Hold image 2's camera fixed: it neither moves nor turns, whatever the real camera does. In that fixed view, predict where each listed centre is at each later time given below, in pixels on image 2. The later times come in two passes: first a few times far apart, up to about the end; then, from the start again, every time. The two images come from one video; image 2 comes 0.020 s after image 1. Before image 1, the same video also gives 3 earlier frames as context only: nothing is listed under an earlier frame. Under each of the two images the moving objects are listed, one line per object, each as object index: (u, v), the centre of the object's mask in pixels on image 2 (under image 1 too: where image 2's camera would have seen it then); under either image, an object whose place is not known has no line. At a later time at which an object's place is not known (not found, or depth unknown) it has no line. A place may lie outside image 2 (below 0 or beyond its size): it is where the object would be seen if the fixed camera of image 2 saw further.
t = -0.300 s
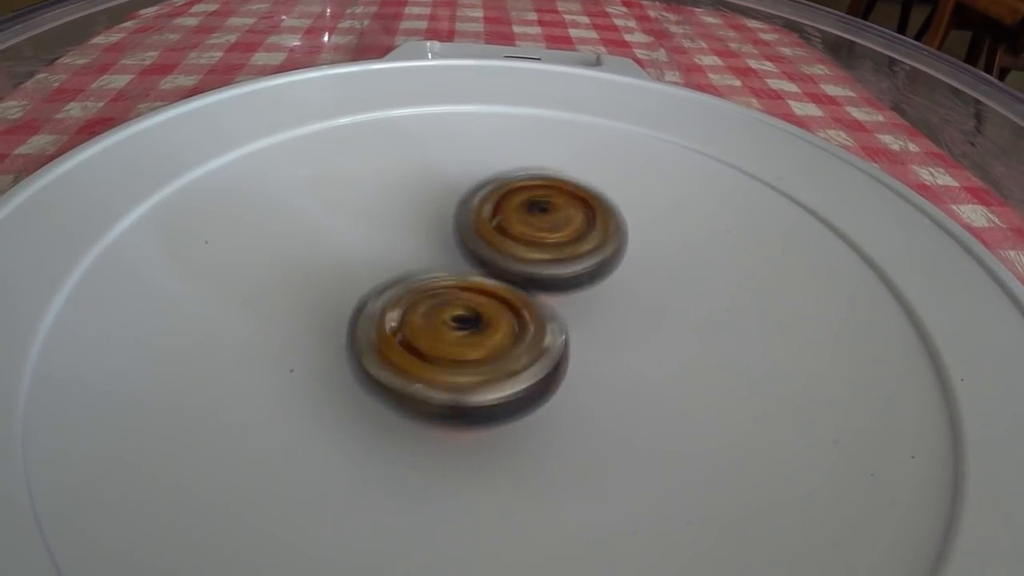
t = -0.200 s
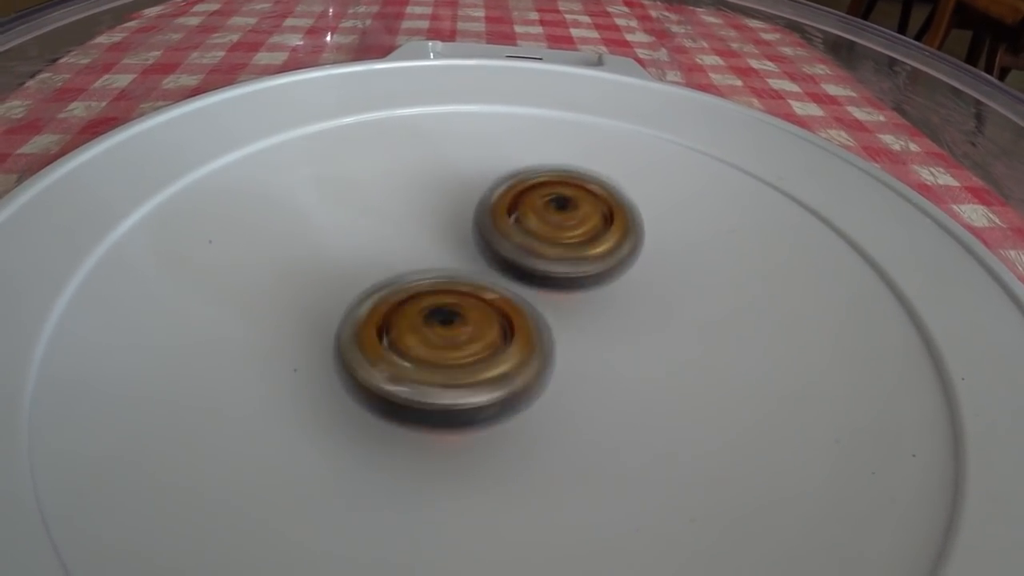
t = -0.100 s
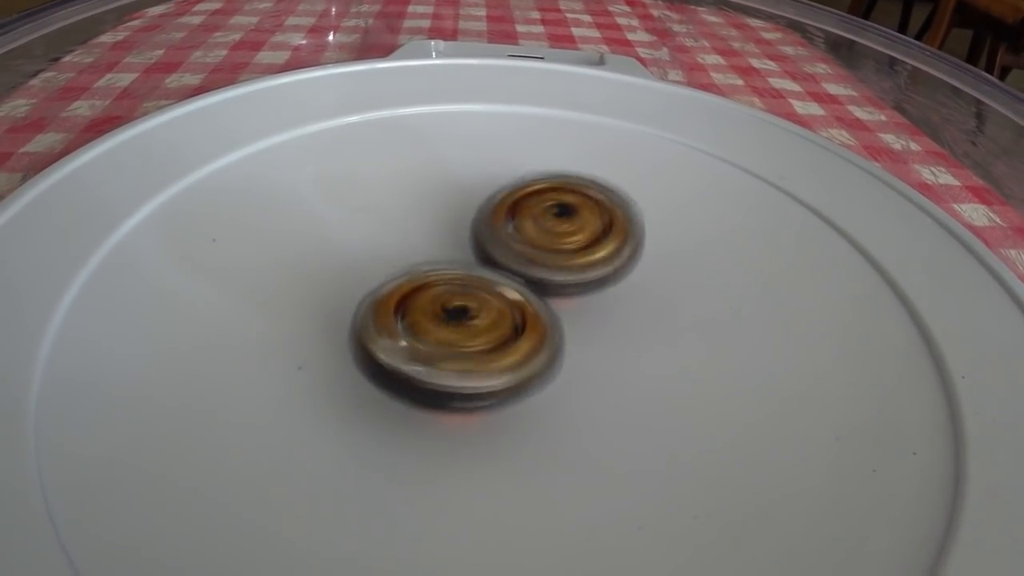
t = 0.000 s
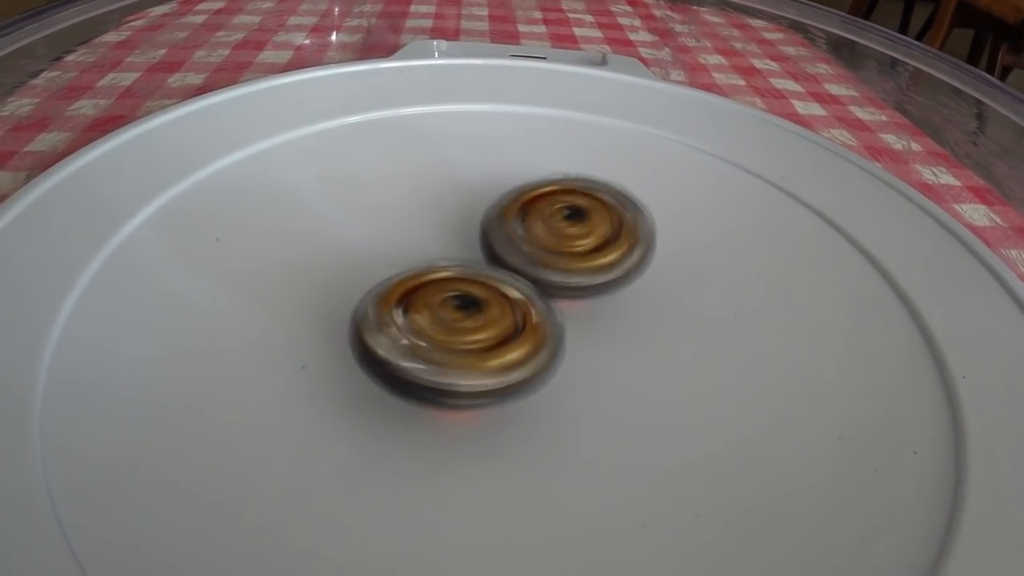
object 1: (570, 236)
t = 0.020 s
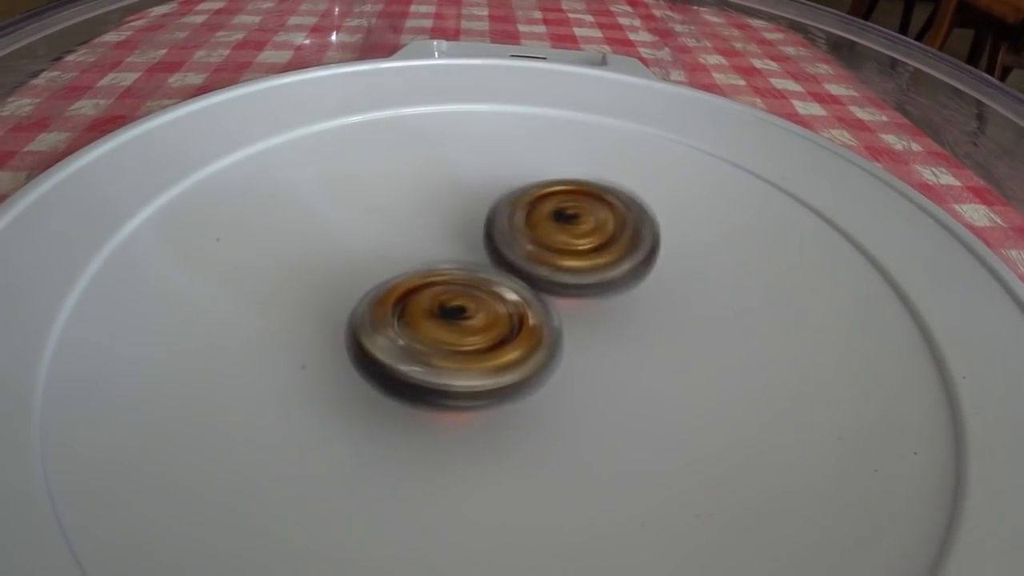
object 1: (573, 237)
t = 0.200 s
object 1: (587, 244)
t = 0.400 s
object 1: (596, 255)
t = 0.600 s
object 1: (609, 263)
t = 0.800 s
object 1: (616, 271)
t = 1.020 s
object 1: (621, 287)
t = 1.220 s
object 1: (622, 300)
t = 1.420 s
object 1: (614, 308)
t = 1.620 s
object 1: (621, 322)
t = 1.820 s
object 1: (611, 325)
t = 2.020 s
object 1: (607, 334)
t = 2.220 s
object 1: (599, 335)
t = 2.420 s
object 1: (594, 337)
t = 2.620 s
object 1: (590, 340)
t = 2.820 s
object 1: (593, 343)
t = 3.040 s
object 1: (590, 343)
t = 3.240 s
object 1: (588, 347)
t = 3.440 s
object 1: (583, 348)
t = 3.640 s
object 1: (572, 354)
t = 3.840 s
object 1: (561, 356)
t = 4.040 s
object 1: (556, 350)
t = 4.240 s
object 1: (553, 354)
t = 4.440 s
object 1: (542, 371)
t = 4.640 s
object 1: (546, 367)
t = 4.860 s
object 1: (541, 375)
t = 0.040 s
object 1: (574, 238)
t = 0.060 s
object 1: (576, 239)
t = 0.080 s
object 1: (578, 239)
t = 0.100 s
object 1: (579, 241)
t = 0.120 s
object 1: (580, 243)
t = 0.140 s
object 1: (580, 244)
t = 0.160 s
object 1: (582, 244)
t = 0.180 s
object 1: (585, 244)
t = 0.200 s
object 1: (587, 244)
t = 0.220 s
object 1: (589, 246)
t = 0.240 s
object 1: (589, 247)
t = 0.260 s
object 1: (588, 249)
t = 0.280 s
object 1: (592, 248)
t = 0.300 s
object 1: (594, 249)
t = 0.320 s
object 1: (596, 249)
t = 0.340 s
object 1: (598, 251)
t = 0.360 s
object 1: (598, 253)
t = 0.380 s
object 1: (597, 253)
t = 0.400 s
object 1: (596, 255)
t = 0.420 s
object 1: (597, 256)
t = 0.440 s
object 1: (597, 257)
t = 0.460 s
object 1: (601, 258)
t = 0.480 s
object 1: (605, 257)
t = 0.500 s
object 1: (607, 258)
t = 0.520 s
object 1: (610, 257)
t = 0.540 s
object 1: (610, 258)
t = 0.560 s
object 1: (612, 259)
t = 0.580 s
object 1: (610, 261)
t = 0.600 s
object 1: (609, 263)
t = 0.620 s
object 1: (607, 263)
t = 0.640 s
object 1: (606, 265)
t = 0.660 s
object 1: (608, 264)
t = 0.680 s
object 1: (608, 266)
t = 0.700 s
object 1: (612, 266)
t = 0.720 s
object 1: (611, 268)
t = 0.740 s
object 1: (612, 269)
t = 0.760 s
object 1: (613, 270)
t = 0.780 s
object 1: (615, 271)
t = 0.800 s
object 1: (616, 271)
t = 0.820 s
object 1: (614, 273)
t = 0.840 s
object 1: (615, 274)
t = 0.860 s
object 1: (615, 276)
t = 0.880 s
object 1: (618, 277)
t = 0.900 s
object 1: (617, 279)
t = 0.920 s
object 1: (617, 281)
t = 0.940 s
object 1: (619, 282)
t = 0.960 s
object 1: (620, 284)
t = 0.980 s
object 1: (620, 285)
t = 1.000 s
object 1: (618, 286)
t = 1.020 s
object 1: (621, 287)
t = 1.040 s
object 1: (622, 289)
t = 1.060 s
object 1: (624, 290)
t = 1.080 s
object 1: (623, 292)
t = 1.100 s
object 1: (622, 293)
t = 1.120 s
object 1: (619, 294)
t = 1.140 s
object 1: (618, 295)
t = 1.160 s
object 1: (620, 296)
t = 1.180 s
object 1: (623, 298)
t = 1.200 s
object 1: (623, 298)
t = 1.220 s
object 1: (622, 300)
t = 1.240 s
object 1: (619, 300)
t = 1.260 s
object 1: (616, 302)
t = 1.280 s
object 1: (617, 302)
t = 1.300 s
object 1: (620, 304)
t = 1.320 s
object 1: (622, 304)
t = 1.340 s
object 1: (621, 306)
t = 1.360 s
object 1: (621, 306)
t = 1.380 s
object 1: (618, 307)
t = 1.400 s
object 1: (617, 307)
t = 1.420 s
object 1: (614, 308)
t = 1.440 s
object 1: (618, 309)
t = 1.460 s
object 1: (619, 311)
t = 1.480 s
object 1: (620, 313)
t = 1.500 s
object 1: (618, 314)
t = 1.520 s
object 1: (616, 315)
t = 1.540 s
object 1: (613, 316)
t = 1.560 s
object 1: (613, 317)
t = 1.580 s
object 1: (617, 319)
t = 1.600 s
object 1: (622, 321)
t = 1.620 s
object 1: (621, 322)
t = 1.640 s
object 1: (622, 323)
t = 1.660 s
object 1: (620, 323)
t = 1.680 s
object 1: (619, 324)
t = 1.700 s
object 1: (615, 323)
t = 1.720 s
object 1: (613, 323)
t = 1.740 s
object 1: (608, 322)
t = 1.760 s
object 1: (608, 322)
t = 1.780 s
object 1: (609, 323)
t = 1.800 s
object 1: (612, 325)
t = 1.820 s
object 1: (611, 325)
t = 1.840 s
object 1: (611, 326)
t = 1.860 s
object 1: (606, 326)
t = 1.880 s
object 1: (608, 327)
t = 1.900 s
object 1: (606, 329)
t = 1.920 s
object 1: (606, 328)
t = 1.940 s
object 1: (603, 329)
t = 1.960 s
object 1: (607, 332)
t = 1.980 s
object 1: (608, 334)
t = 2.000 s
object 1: (607, 335)
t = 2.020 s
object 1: (607, 334)
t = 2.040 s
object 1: (608, 335)
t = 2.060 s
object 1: (608, 334)
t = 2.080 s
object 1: (608, 335)
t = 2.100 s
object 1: (605, 334)
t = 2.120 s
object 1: (605, 335)
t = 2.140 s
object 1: (603, 334)
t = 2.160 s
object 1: (602, 334)
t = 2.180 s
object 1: (600, 333)
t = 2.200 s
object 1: (602, 335)
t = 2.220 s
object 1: (599, 335)
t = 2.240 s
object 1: (597, 334)
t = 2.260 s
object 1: (597, 334)
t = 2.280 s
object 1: (599, 335)
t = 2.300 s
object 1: (600, 336)
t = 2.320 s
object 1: (597, 337)
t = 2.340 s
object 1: (596, 336)
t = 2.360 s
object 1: (593, 336)
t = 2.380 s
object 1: (594, 336)
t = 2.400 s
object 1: (594, 337)
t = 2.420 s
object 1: (594, 337)
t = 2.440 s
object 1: (594, 338)
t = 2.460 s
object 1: (593, 338)
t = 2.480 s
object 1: (591, 337)
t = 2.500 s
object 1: (591, 338)
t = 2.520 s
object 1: (590, 338)
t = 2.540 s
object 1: (589, 338)
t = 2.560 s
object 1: (589, 339)
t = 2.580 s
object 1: (589, 340)
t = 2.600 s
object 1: (590, 339)
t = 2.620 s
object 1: (590, 340)
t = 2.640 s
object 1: (591, 340)
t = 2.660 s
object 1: (590, 341)
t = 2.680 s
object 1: (588, 340)
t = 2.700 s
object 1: (587, 340)
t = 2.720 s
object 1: (587, 340)
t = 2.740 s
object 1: (589, 341)
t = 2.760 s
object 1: (589, 342)
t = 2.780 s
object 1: (590, 341)
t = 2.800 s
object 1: (590, 341)
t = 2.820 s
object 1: (593, 343)
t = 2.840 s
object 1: (594, 344)
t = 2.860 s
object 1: (592, 345)
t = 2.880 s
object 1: (592, 344)
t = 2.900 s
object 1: (592, 345)
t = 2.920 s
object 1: (594, 345)
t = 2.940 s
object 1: (593, 344)
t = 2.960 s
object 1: (593, 342)
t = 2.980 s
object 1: (592, 342)
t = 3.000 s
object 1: (591, 343)
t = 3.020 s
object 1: (590, 343)
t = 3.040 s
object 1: (590, 343)
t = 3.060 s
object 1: (592, 343)
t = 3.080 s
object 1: (592, 343)
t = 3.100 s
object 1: (592, 342)
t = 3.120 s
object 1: (590, 343)
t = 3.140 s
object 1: (587, 343)
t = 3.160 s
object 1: (589, 345)
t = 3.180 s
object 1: (590, 345)
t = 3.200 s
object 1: (590, 345)
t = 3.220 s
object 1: (590, 346)
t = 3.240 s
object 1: (588, 347)
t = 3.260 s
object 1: (586, 348)
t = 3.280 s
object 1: (587, 348)
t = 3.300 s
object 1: (588, 348)
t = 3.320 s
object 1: (588, 347)
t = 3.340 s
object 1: (586, 348)
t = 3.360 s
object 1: (584, 347)
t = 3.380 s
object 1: (585, 348)
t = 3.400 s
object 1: (586, 349)
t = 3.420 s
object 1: (585, 348)
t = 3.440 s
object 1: (583, 348)
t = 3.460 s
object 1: (581, 349)
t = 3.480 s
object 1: (582, 353)
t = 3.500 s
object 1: (580, 353)
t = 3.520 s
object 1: (578, 351)
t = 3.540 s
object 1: (575, 352)
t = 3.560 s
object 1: (576, 355)
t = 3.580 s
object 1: (575, 355)
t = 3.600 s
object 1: (575, 354)
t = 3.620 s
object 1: (573, 353)
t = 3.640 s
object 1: (572, 354)
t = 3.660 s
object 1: (575, 355)
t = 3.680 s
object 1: (572, 356)
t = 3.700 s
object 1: (567, 356)
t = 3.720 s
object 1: (564, 355)
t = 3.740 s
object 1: (565, 355)
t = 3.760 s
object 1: (565, 354)
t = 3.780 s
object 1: (562, 352)
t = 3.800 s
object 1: (563, 355)
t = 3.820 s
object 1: (563, 356)
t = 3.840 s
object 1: (561, 356)
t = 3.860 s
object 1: (558, 353)
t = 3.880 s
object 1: (560, 353)
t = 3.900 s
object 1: (560, 353)
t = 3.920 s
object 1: (558, 353)
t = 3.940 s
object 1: (555, 351)
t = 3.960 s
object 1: (555, 352)
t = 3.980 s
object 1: (555, 352)
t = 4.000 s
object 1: (552, 349)
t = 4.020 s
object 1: (553, 351)
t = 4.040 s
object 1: (556, 350)
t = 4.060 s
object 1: (556, 350)
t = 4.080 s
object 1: (553, 352)
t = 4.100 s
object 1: (553, 352)
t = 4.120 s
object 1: (552, 352)
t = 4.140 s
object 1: (549, 351)
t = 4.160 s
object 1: (552, 351)
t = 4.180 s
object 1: (552, 351)
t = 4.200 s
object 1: (552, 353)
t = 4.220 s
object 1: (553, 356)
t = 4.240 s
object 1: (553, 354)
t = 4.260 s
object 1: (553, 353)
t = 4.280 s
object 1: (556, 354)
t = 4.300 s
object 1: (557, 355)
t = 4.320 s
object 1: (556, 354)
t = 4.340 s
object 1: (555, 355)
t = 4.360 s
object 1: (555, 357)
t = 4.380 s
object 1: (551, 364)
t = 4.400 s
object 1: (547, 371)
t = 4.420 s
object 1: (545, 372)
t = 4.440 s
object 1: (542, 371)
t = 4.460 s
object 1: (542, 371)
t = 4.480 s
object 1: (544, 370)
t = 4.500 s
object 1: (545, 369)
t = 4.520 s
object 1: (548, 370)
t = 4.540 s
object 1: (548, 370)
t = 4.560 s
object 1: (545, 369)
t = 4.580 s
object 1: (546, 369)
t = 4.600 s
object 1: (545, 367)
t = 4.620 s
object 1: (546, 368)
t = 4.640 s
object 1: (546, 367)
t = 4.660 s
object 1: (543, 371)
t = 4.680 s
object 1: (541, 377)
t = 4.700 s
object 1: (538, 378)
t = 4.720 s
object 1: (535, 379)
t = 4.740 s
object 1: (533, 376)
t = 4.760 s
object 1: (533, 373)
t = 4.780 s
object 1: (538, 372)
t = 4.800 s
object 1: (541, 370)
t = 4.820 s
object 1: (544, 371)
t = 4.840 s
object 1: (545, 371)
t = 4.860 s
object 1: (541, 375)
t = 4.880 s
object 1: (539, 371)
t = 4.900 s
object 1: (537, 371)
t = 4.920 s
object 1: (534, 369)
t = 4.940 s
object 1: (527, 373)
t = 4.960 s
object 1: (519, 379)
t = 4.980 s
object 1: (514, 380)
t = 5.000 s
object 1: (509, 382)
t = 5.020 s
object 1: (506, 381)
